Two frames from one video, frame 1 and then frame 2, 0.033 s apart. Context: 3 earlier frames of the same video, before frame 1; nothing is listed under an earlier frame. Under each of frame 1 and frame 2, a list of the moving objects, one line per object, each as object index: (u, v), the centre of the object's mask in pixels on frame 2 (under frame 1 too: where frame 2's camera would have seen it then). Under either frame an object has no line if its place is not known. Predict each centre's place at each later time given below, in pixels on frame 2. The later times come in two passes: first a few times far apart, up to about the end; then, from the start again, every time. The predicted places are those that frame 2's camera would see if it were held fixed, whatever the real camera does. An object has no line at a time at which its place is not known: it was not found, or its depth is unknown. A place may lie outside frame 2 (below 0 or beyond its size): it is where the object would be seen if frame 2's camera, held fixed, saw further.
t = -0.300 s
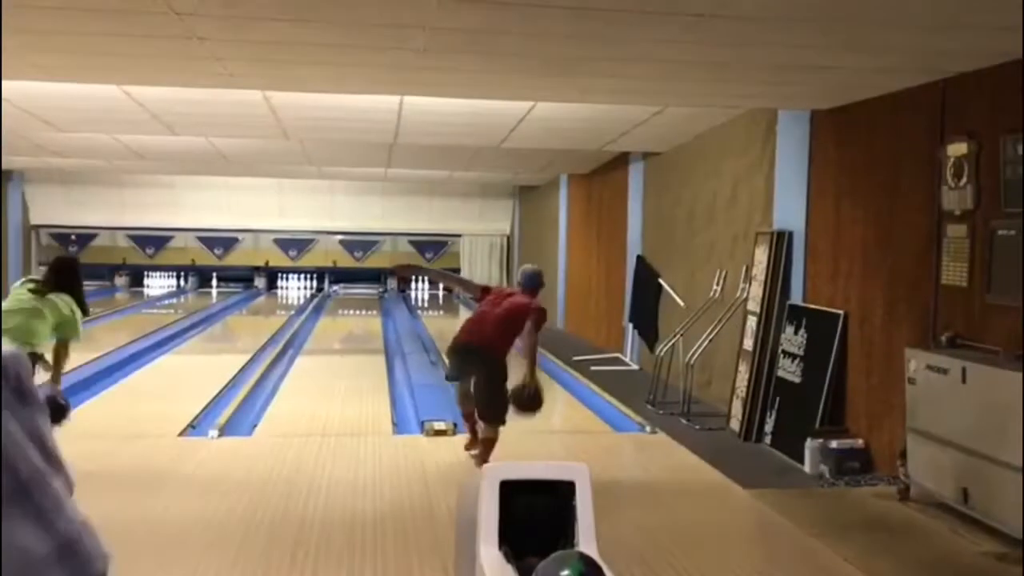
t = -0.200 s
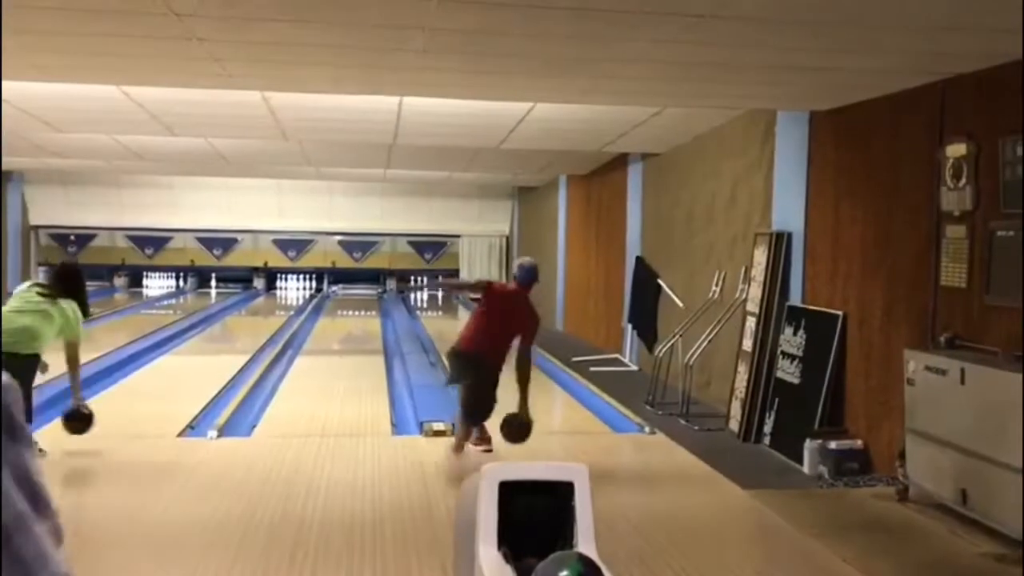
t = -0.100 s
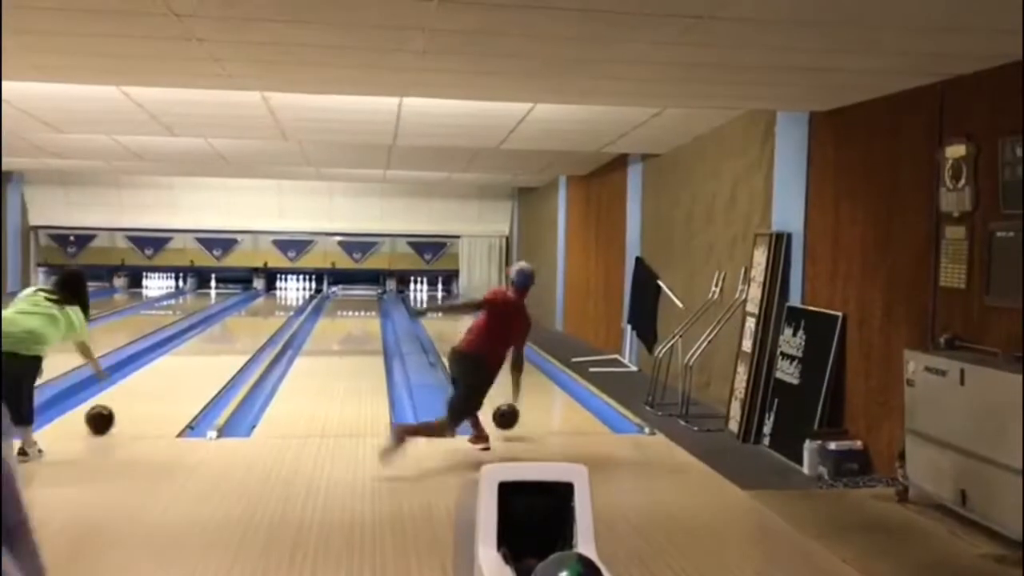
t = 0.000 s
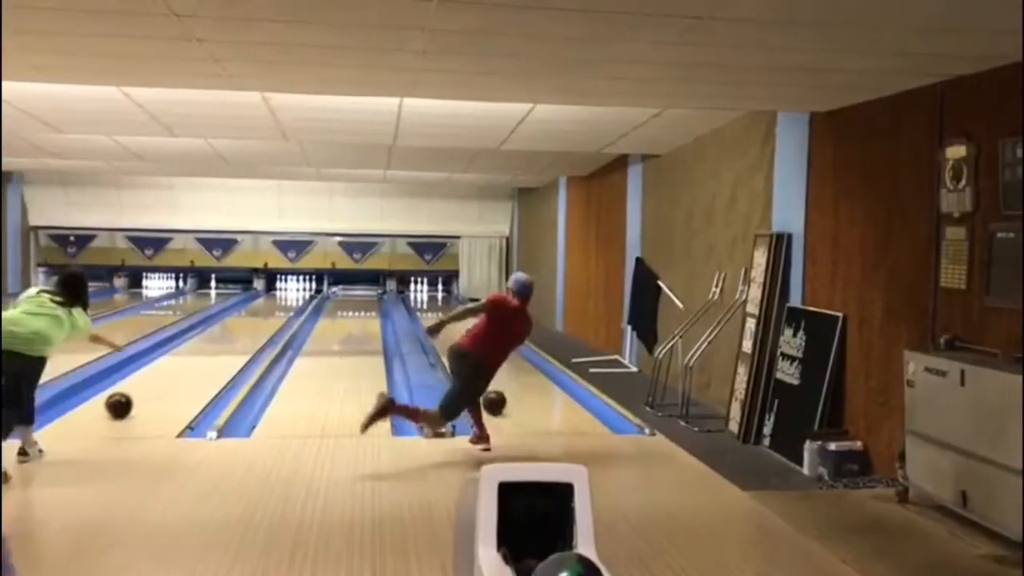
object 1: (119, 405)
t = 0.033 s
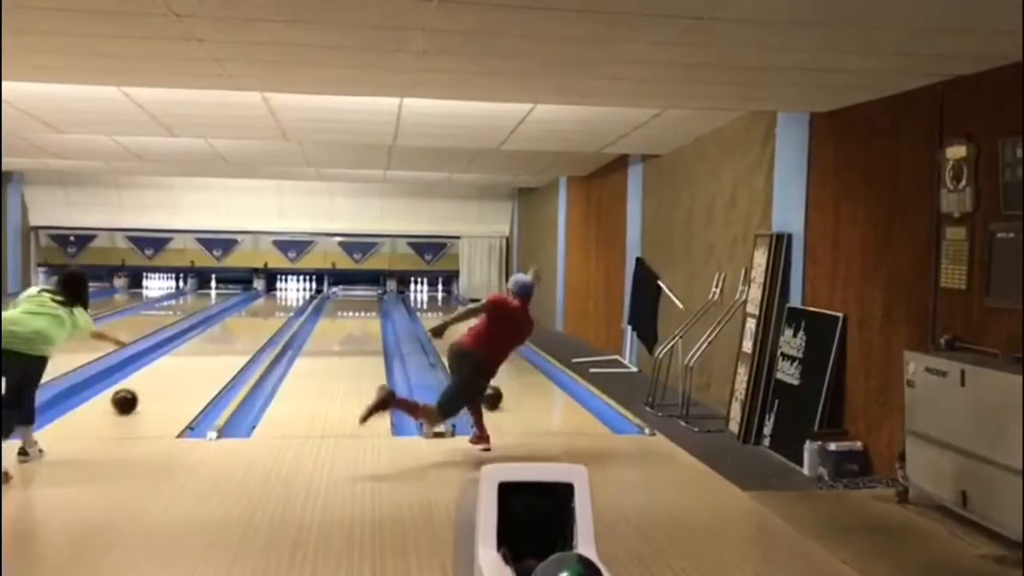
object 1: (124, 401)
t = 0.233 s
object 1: (153, 379)
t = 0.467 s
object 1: (179, 360)
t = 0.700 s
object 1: (199, 346)
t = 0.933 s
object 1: (215, 334)
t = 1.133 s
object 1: (226, 326)
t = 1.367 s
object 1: (236, 318)
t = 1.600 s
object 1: (245, 312)
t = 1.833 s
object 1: (252, 307)
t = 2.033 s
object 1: (258, 304)
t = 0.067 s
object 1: (130, 397)
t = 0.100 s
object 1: (135, 393)
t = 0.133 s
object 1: (140, 389)
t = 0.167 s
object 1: (145, 386)
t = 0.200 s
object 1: (149, 383)
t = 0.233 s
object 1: (153, 379)
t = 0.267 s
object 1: (158, 376)
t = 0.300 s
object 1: (162, 373)
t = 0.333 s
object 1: (165, 371)
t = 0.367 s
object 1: (169, 368)
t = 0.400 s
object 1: (173, 365)
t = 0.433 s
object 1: (176, 363)
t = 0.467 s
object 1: (179, 360)
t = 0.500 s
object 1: (182, 358)
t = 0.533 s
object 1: (185, 355)
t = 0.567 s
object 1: (188, 353)
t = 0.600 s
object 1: (191, 351)
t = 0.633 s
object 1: (194, 349)
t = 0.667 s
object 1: (196, 347)
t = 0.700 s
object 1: (199, 346)
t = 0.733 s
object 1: (201, 344)
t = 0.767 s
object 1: (204, 342)
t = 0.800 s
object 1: (206, 340)
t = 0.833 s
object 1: (208, 339)
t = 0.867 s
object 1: (210, 337)
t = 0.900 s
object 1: (213, 336)
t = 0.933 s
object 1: (215, 334)
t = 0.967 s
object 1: (217, 333)
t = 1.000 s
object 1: (218, 331)
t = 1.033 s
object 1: (220, 330)
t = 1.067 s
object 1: (222, 329)
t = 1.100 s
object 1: (224, 327)
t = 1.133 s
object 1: (226, 326)
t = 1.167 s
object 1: (227, 325)
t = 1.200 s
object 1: (229, 323)
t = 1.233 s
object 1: (231, 322)
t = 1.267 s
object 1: (232, 322)
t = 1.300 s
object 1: (233, 320)
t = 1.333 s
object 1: (235, 319)
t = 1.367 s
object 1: (236, 318)
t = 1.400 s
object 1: (237, 317)
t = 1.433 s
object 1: (239, 316)
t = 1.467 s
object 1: (240, 315)
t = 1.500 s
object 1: (241, 314)
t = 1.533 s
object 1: (243, 313)
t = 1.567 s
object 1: (244, 312)
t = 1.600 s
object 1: (245, 312)
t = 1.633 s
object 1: (246, 311)
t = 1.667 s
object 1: (247, 310)
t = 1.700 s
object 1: (248, 309)
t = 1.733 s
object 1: (249, 309)
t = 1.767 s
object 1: (250, 308)
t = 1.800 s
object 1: (251, 308)
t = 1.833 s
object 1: (252, 307)
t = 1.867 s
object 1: (254, 306)
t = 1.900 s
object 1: (254, 306)
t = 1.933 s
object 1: (255, 306)
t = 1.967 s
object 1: (257, 305)
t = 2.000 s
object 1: (258, 304)
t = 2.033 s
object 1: (258, 304)
